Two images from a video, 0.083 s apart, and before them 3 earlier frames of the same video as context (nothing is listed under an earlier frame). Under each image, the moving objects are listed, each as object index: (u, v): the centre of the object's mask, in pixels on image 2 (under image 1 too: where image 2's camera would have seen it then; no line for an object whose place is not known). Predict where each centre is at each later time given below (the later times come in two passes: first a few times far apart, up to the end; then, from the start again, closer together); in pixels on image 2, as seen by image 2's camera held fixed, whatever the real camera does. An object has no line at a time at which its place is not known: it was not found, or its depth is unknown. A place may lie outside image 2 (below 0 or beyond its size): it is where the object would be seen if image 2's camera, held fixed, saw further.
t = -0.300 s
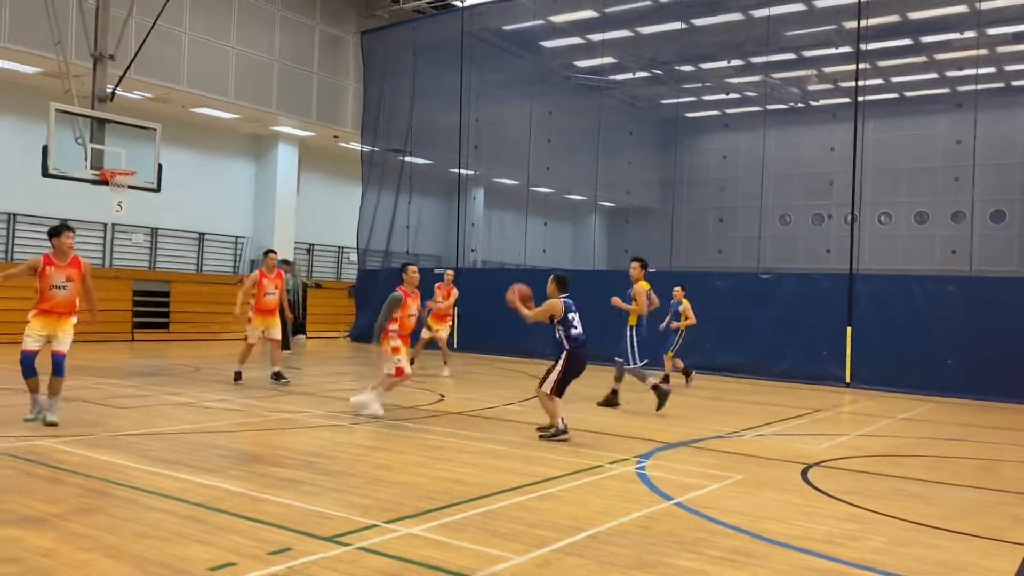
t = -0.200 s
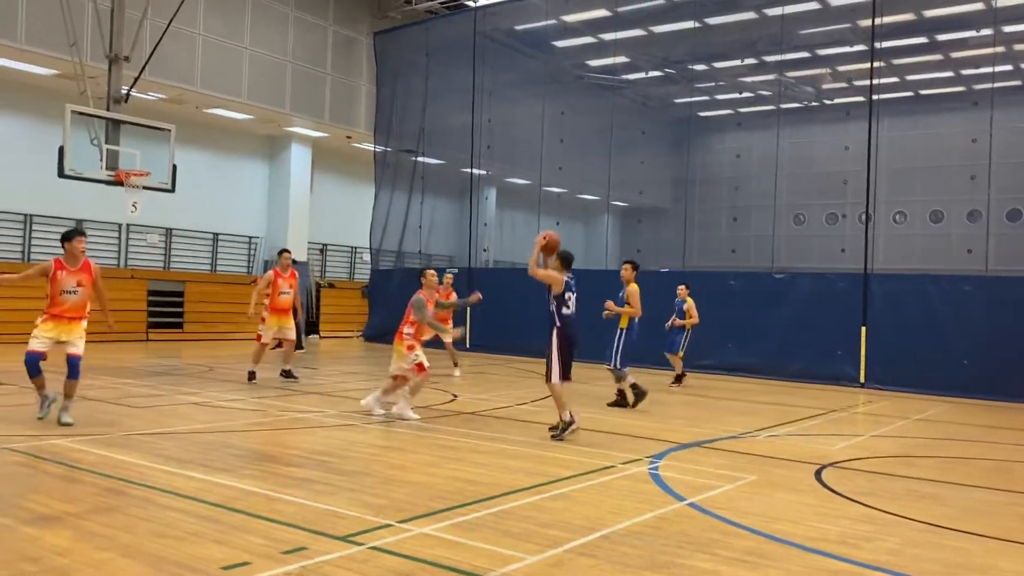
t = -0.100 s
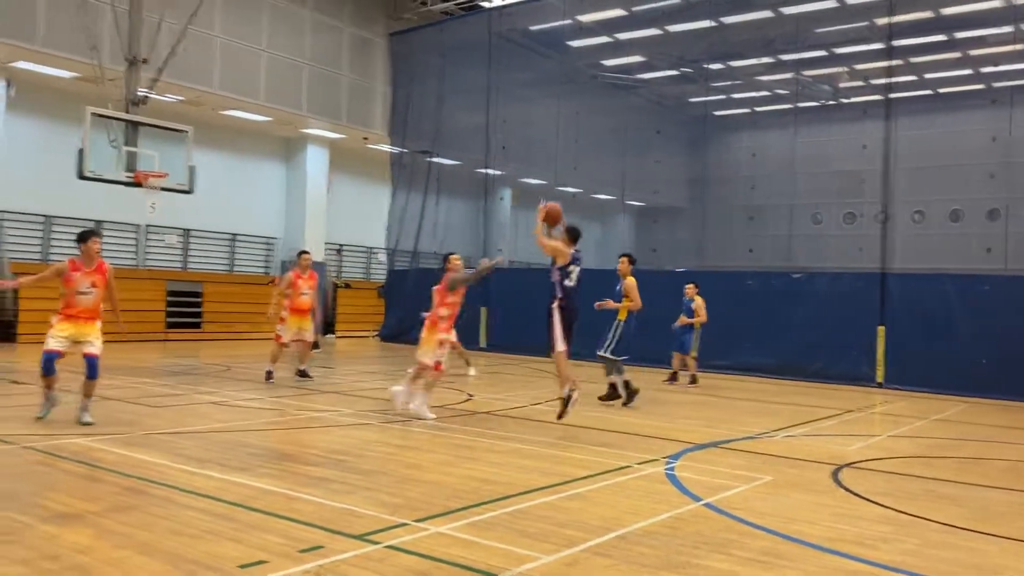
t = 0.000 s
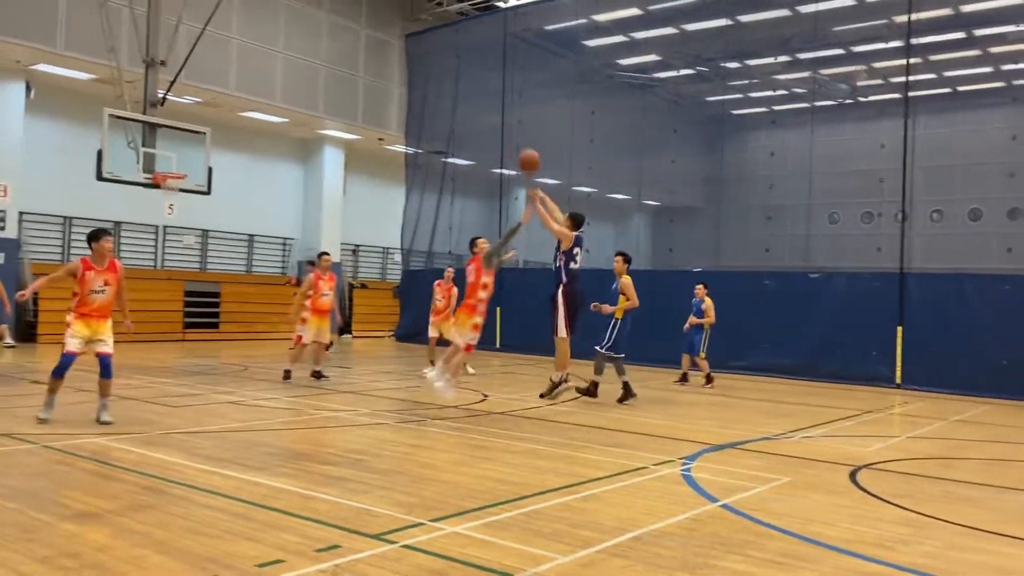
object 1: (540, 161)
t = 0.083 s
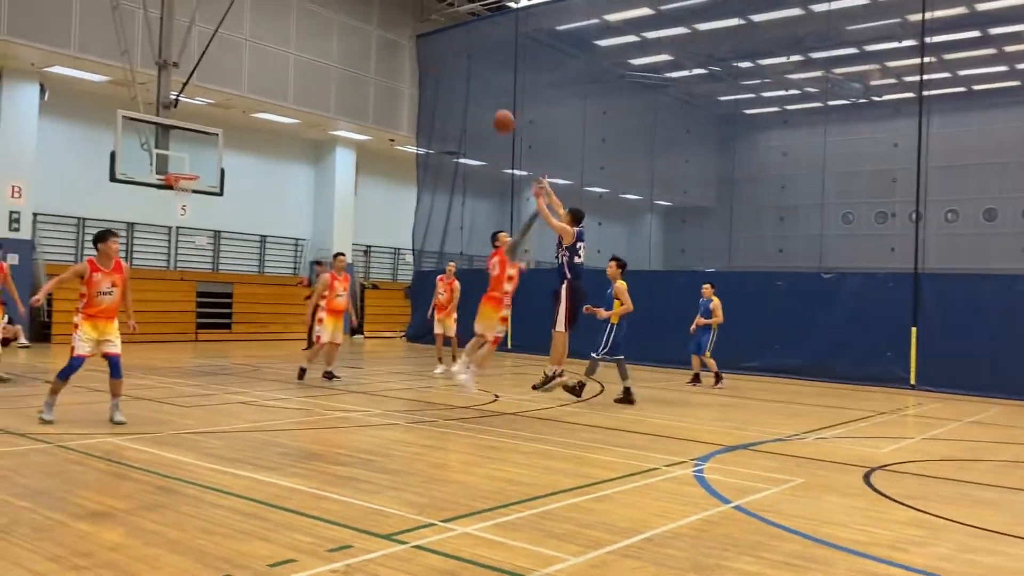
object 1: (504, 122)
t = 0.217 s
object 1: (450, 74)
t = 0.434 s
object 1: (375, 36)
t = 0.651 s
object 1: (311, 37)
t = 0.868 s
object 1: (256, 69)
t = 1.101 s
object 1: (204, 130)
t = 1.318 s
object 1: (185, 141)
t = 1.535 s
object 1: (202, 78)
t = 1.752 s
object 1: (219, 44)
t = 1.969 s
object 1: (235, 39)
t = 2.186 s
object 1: (252, 69)
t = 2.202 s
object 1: (253, 72)
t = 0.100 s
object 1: (497, 115)
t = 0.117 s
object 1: (490, 108)
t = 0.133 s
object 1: (483, 102)
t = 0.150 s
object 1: (476, 95)
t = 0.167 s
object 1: (470, 89)
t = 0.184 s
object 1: (463, 84)
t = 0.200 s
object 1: (457, 79)
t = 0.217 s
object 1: (450, 74)
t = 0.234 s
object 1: (444, 69)
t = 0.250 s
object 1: (437, 65)
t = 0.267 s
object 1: (432, 61)
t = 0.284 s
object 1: (426, 58)
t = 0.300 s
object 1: (420, 54)
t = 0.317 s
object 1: (413, 51)
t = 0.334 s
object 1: (408, 48)
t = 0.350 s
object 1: (402, 45)
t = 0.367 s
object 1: (397, 43)
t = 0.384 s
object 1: (391, 40)
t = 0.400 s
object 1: (386, 39)
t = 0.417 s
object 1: (380, 37)
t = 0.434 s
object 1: (375, 36)
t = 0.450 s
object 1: (370, 34)
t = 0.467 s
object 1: (364, 33)
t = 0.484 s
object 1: (359, 33)
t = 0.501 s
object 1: (354, 32)
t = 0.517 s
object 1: (349, 32)
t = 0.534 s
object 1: (344, 32)
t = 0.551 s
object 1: (339, 32)
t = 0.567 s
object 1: (335, 32)
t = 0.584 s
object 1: (329, 33)
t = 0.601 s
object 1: (325, 34)
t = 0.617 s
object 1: (321, 35)
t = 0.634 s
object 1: (316, 36)
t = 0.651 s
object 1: (311, 37)
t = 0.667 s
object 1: (307, 38)
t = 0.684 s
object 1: (302, 39)
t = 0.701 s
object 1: (298, 41)
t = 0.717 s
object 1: (293, 43)
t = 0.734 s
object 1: (289, 46)
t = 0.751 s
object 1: (285, 47)
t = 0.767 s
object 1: (280, 50)
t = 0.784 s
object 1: (276, 53)
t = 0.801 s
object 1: (271, 56)
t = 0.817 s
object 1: (267, 59)
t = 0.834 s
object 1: (264, 62)
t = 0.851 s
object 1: (259, 65)
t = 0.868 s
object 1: (256, 69)
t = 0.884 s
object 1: (252, 71)
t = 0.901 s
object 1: (248, 75)
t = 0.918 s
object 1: (244, 79)
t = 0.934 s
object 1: (240, 83)
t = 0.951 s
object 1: (237, 87)
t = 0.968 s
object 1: (233, 91)
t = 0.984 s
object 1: (229, 95)
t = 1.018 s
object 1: (222, 105)
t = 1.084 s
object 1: (207, 124)
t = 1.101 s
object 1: (204, 130)
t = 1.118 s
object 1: (200, 135)
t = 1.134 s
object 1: (197, 139)
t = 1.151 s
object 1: (193, 146)
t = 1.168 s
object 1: (190, 150)
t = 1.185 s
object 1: (187, 156)
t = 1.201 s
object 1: (184, 162)
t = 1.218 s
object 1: (180, 167)
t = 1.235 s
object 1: (178, 169)
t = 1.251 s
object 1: (180, 163)
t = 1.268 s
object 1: (181, 157)
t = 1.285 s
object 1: (183, 152)
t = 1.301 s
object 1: (184, 145)
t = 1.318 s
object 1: (185, 141)
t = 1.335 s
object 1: (186, 135)
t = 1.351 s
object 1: (188, 129)
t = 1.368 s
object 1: (189, 124)
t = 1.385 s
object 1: (190, 119)
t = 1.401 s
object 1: (192, 114)
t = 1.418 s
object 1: (193, 109)
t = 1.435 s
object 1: (194, 104)
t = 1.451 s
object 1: (195, 100)
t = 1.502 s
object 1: (199, 86)
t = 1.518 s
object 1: (200, 83)
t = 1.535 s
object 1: (202, 78)
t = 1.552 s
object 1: (203, 76)
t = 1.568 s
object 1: (204, 72)
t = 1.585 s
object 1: (206, 68)
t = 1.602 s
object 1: (207, 65)
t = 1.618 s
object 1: (209, 62)
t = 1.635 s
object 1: (210, 59)
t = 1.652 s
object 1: (212, 56)
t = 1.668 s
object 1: (213, 54)
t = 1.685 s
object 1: (214, 52)
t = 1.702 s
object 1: (215, 50)
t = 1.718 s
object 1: (216, 48)
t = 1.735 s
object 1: (217, 46)
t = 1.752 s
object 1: (219, 44)
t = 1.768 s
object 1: (220, 43)
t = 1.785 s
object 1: (221, 42)
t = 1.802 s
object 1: (223, 40)
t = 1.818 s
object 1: (224, 39)
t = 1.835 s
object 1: (225, 38)
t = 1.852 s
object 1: (226, 38)
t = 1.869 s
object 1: (228, 37)
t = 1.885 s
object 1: (229, 37)
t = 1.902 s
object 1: (230, 37)
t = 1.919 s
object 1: (231, 37)
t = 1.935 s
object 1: (233, 38)
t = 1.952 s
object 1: (234, 38)
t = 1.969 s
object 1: (235, 39)
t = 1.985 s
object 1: (236, 40)
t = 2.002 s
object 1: (238, 41)
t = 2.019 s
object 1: (240, 43)
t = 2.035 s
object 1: (241, 44)
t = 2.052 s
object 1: (241, 46)
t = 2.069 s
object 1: (243, 48)
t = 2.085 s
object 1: (245, 50)
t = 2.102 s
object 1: (246, 53)
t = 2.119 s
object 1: (247, 56)
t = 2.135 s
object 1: (248, 58)
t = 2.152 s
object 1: (249, 61)
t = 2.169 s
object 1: (250, 65)
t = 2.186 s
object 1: (252, 69)
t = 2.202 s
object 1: (253, 72)
